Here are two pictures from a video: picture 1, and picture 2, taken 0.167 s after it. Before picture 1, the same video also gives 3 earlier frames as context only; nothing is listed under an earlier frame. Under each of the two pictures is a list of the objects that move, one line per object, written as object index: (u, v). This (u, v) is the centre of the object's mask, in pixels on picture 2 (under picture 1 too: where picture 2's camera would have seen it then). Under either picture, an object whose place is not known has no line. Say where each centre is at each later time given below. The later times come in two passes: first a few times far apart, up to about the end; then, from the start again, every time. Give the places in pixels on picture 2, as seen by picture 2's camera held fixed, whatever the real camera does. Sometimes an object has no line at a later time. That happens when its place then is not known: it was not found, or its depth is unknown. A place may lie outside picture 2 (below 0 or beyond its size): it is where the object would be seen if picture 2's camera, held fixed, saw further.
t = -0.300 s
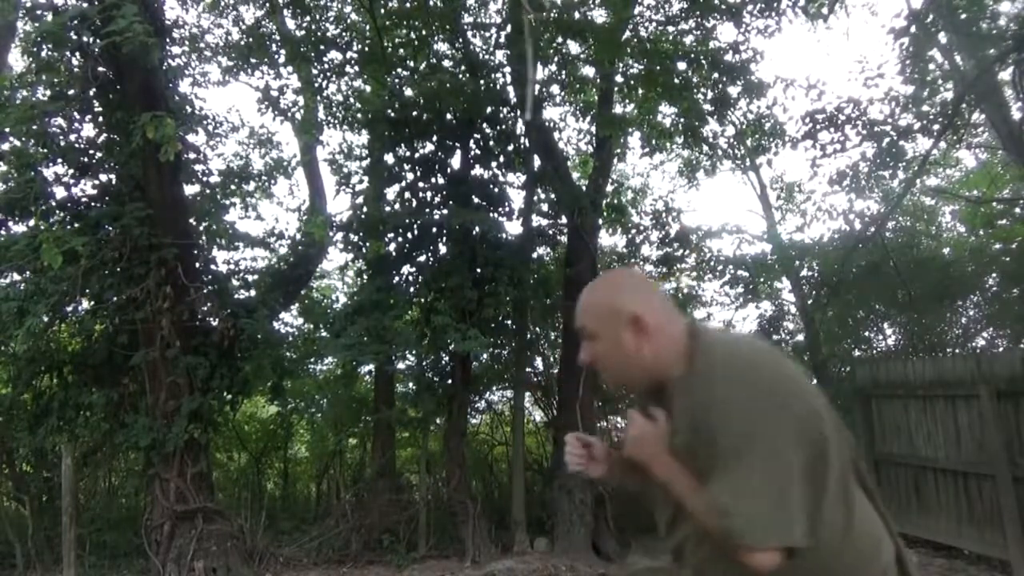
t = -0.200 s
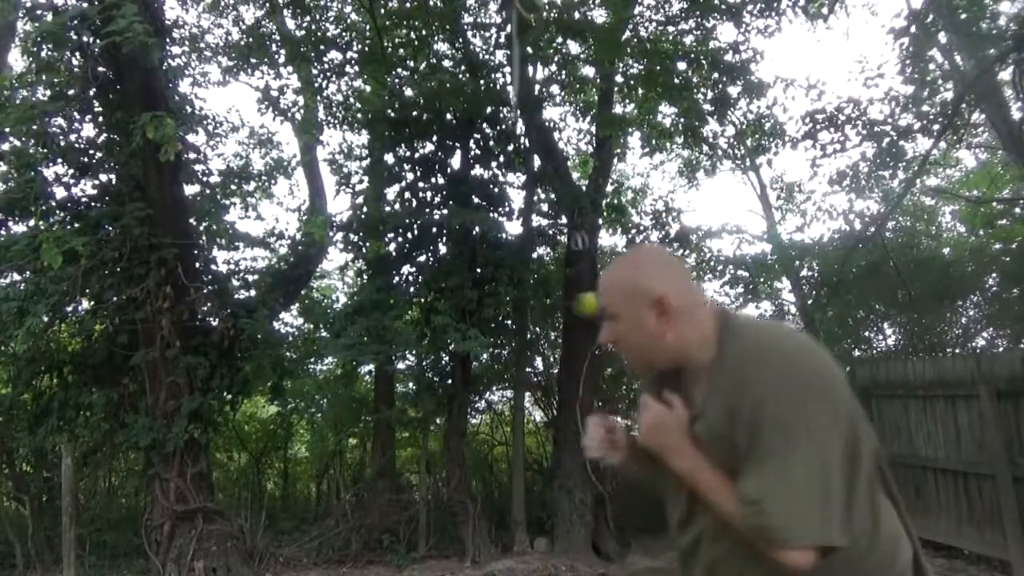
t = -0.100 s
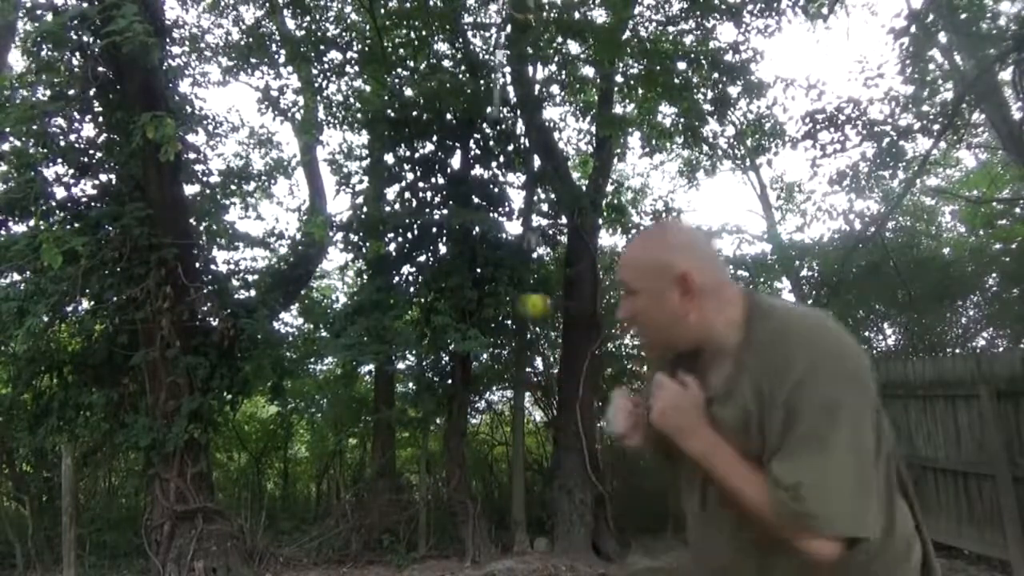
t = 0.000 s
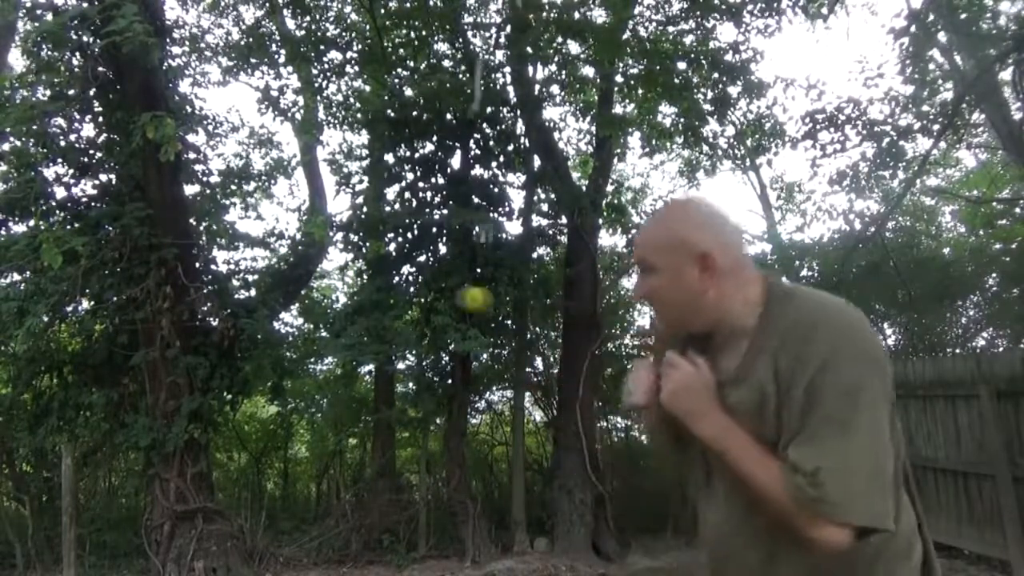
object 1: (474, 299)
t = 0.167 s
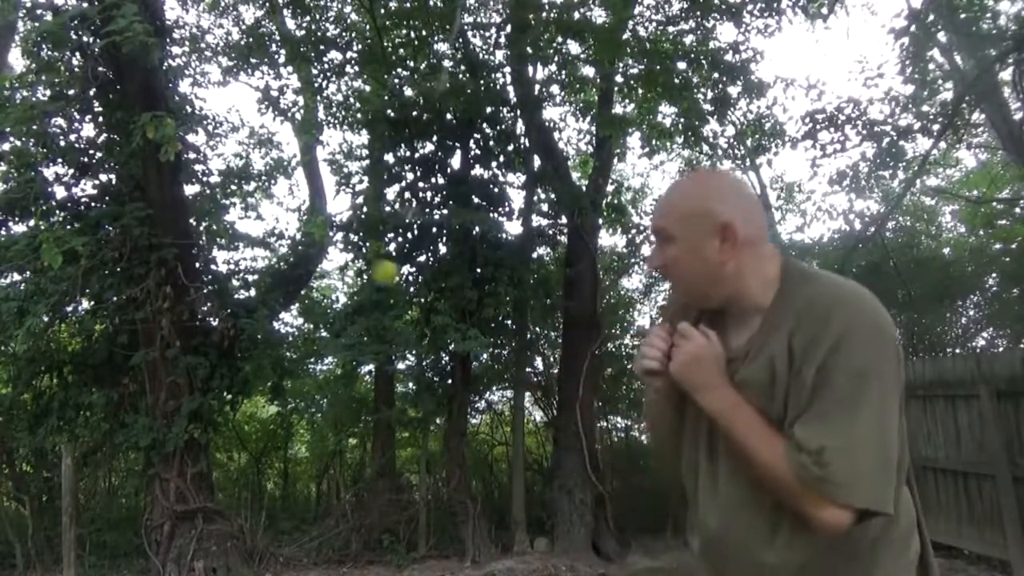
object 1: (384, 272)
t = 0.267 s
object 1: (350, 257)
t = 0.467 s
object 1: (332, 245)
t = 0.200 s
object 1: (372, 267)
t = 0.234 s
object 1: (362, 262)
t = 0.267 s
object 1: (350, 257)
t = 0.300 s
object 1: (342, 253)
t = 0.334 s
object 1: (336, 248)
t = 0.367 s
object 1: (331, 246)
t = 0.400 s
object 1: (330, 245)
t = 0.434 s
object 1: (330, 244)
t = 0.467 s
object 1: (332, 245)
